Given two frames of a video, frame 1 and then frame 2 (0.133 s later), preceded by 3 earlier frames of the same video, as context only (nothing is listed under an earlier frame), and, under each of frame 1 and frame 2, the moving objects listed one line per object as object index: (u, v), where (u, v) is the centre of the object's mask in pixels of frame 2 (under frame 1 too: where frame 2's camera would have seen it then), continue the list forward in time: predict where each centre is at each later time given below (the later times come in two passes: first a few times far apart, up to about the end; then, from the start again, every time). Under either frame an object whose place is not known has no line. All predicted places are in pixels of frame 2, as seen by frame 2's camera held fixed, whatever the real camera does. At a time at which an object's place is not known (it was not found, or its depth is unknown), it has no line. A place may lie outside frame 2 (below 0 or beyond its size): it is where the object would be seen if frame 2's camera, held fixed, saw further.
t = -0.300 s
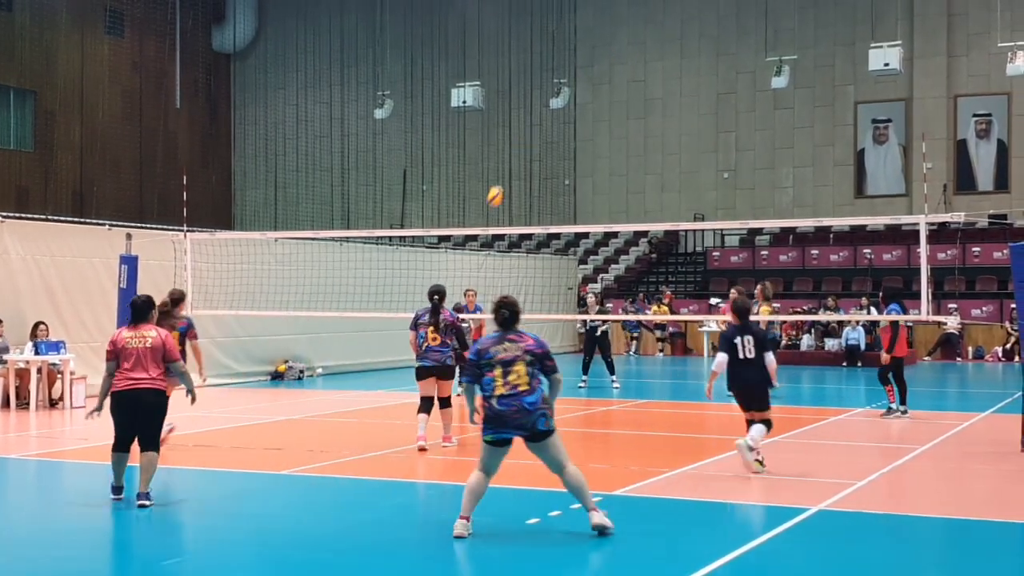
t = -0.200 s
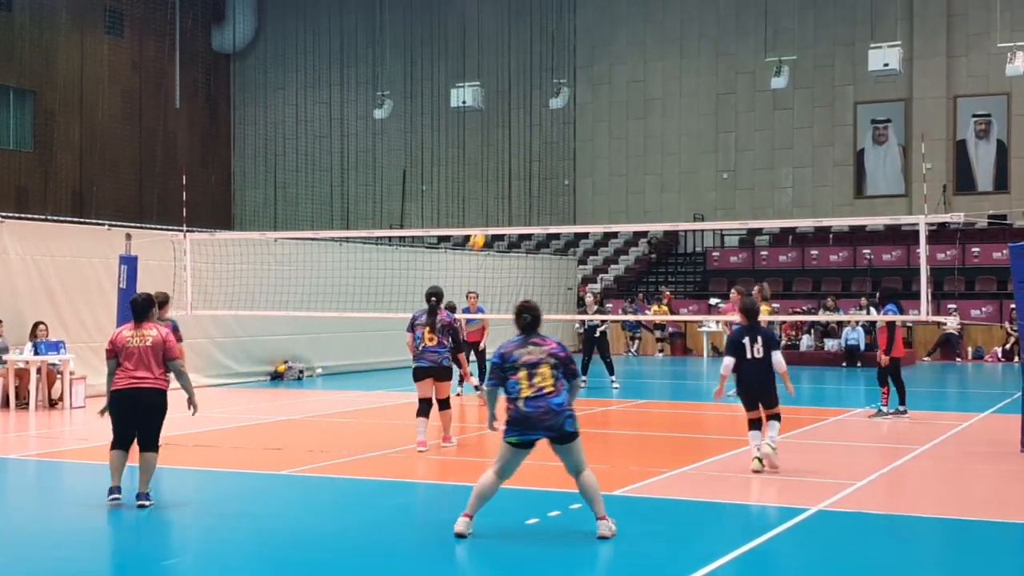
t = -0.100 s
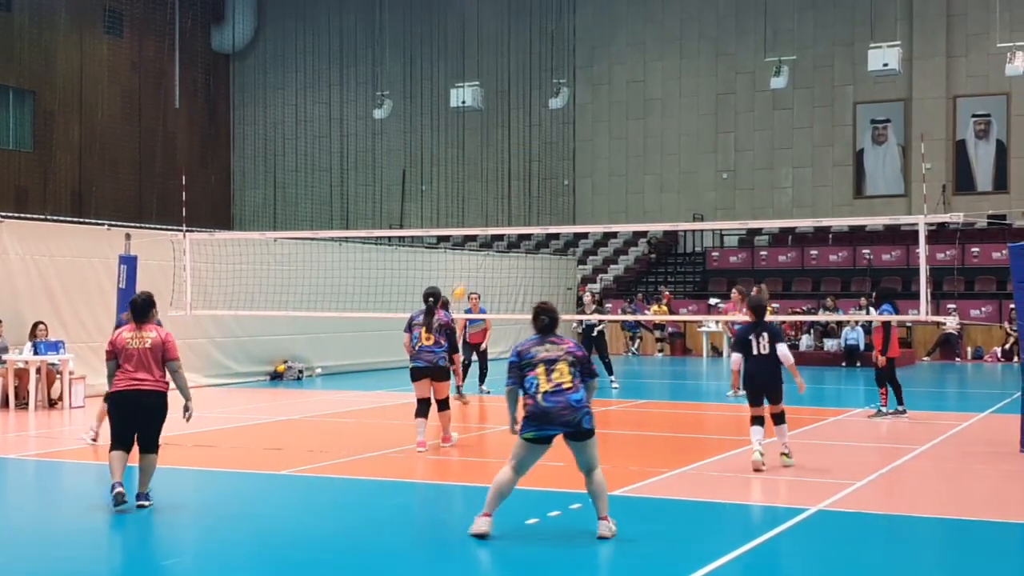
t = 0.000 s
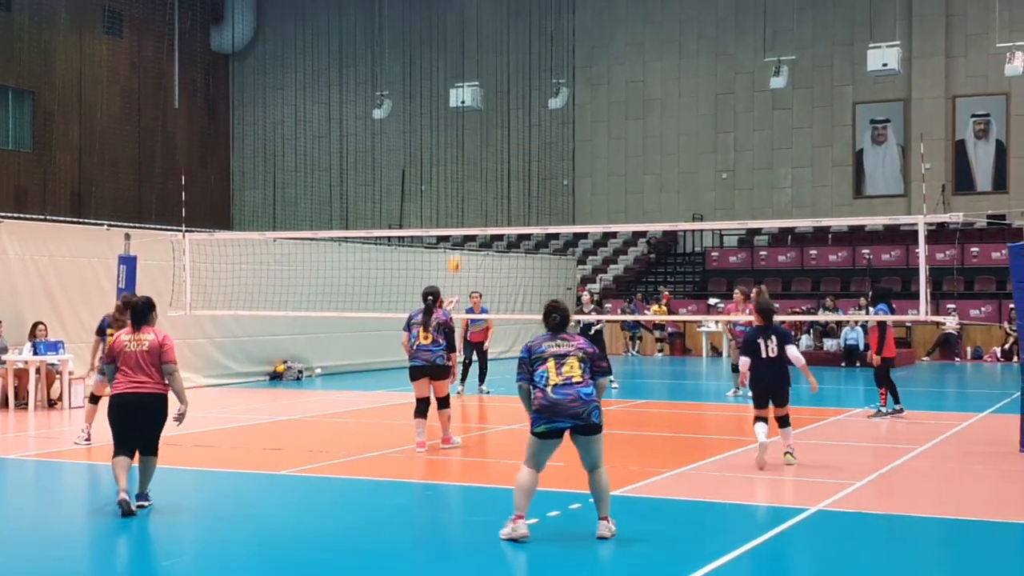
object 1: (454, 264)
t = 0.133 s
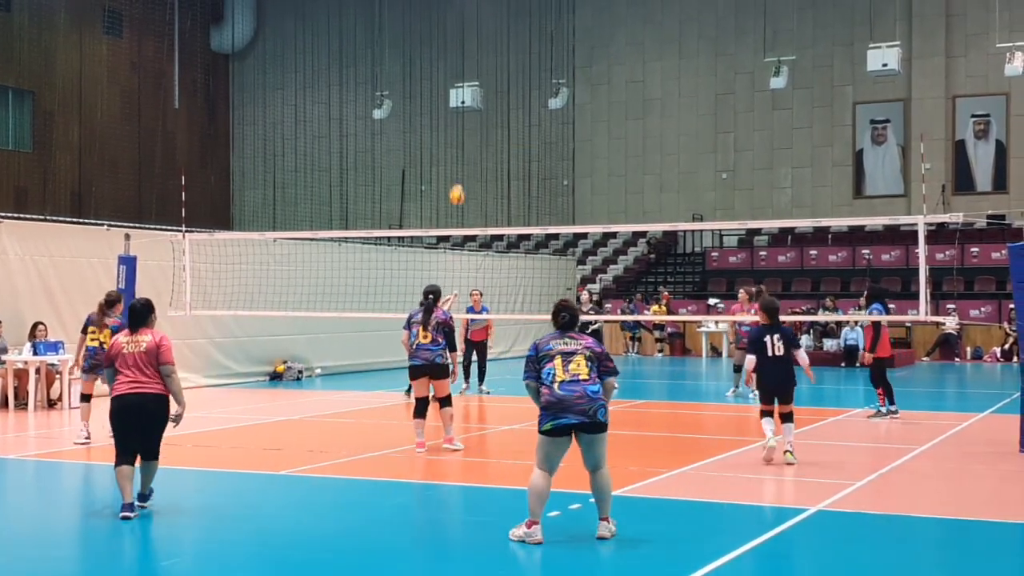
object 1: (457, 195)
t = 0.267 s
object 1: (459, 139)
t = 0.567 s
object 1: (463, 60)
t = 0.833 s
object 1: (466, 42)
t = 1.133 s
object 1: (470, 82)
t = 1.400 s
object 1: (473, 171)
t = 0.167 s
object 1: (457, 180)
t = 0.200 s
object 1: (458, 165)
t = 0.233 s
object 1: (459, 152)
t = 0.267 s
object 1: (459, 139)
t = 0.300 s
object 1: (460, 127)
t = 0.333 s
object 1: (461, 115)
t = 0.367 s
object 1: (461, 106)
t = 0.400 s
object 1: (461, 96)
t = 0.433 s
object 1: (462, 87)
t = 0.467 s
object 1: (462, 78)
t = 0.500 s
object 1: (463, 71)
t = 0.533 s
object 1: (463, 65)
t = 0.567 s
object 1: (463, 60)
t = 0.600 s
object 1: (464, 55)
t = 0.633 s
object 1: (464, 51)
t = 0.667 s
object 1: (465, 47)
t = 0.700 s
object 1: (465, 45)
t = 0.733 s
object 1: (465, 43)
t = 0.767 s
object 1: (465, 42)
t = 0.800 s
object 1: (466, 42)
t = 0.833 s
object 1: (466, 42)
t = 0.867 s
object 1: (467, 44)
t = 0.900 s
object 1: (467, 46)
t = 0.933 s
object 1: (467, 49)
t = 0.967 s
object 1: (468, 53)
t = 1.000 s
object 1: (468, 57)
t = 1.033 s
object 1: (468, 63)
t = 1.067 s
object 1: (469, 68)
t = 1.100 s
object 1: (469, 75)
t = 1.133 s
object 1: (470, 82)
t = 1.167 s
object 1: (470, 92)
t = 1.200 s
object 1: (471, 101)
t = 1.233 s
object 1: (471, 112)
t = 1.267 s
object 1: (471, 121)
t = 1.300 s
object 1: (472, 132)
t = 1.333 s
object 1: (472, 144)
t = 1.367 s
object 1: (473, 157)
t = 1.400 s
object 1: (473, 171)
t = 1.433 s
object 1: (474, 185)
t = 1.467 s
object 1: (474, 200)
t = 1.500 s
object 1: (475, 215)
